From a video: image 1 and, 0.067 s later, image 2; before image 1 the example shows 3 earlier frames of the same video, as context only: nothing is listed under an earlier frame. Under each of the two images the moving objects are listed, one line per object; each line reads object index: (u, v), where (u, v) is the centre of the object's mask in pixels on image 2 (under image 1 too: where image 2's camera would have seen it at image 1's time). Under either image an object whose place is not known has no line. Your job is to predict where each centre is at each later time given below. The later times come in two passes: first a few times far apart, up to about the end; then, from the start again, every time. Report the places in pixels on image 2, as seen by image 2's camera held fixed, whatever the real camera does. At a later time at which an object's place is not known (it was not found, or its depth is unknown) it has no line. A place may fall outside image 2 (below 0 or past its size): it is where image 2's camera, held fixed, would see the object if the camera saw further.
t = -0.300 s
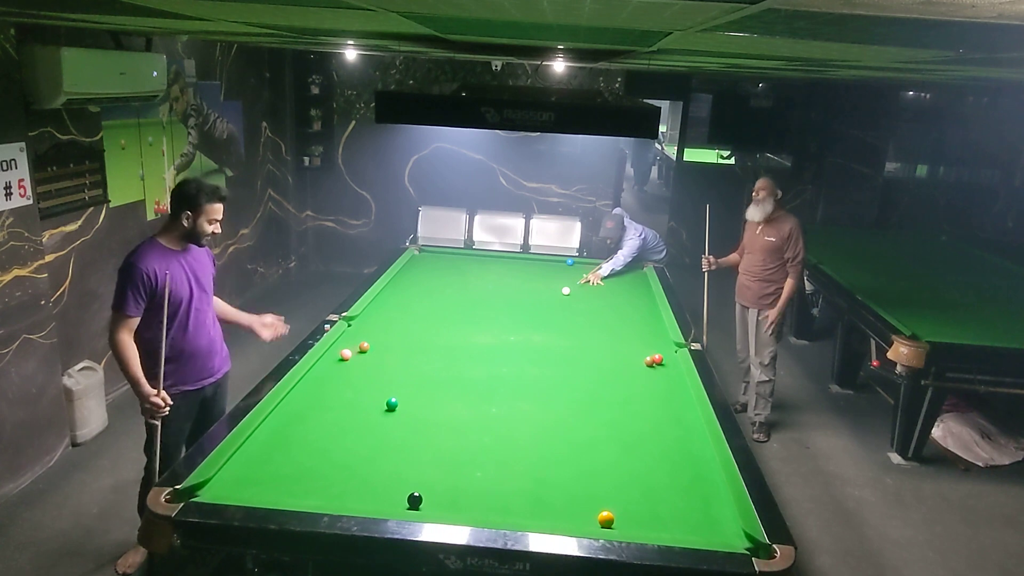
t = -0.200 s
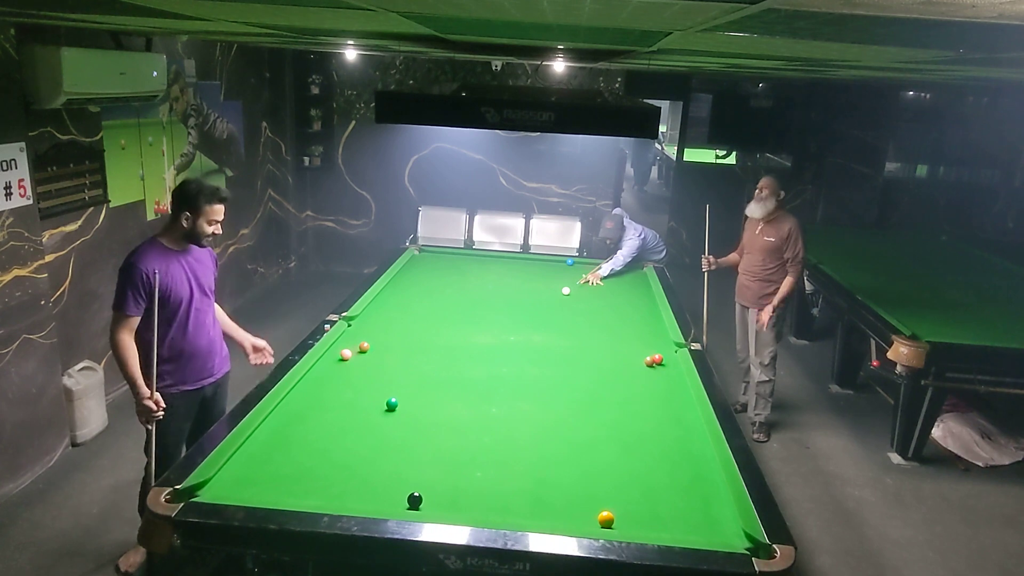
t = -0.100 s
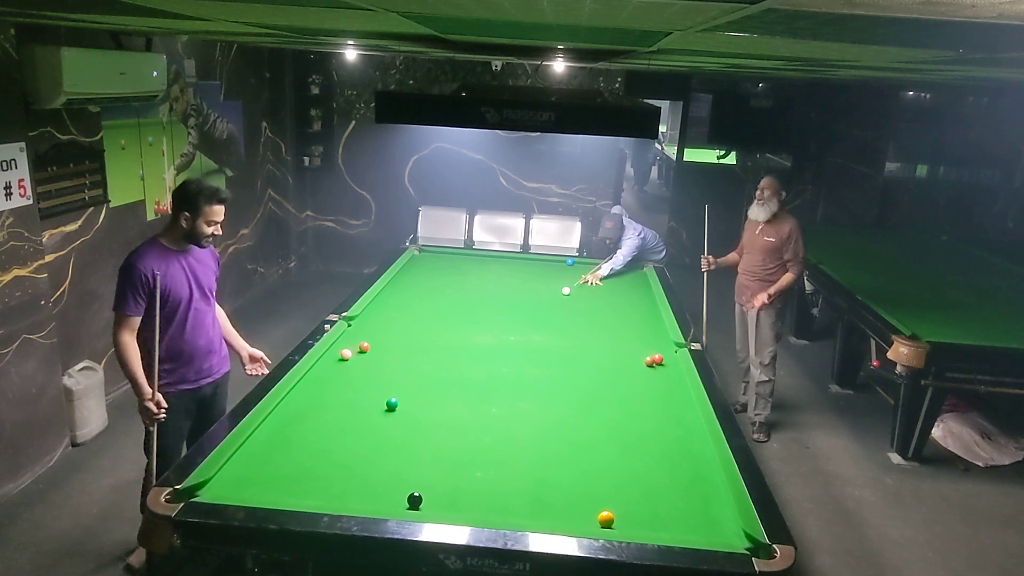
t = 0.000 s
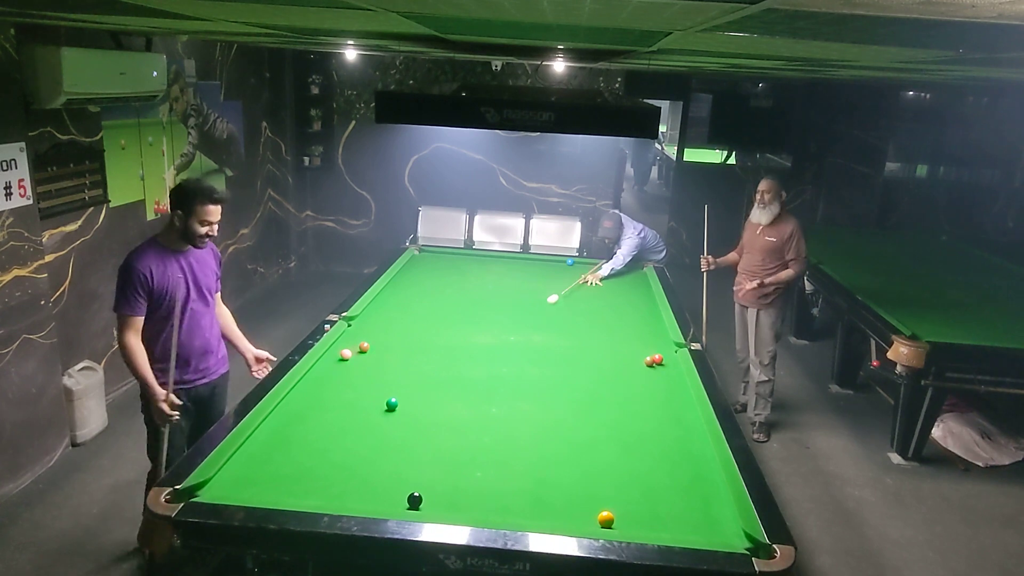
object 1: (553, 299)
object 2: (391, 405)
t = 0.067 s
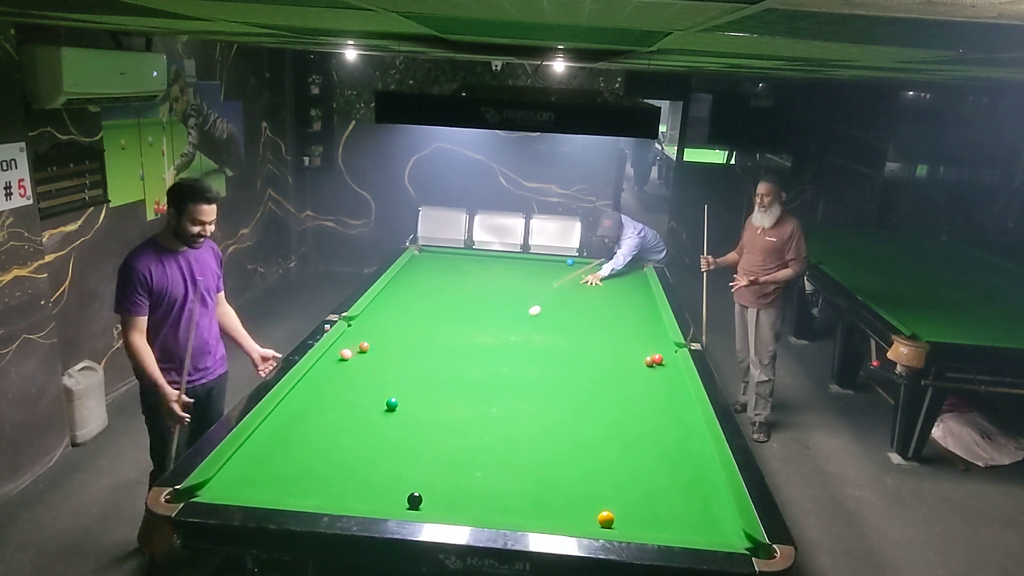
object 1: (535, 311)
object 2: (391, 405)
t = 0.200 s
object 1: (496, 336)
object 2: (391, 405)
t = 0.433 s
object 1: (412, 390)
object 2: (391, 405)
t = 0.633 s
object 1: (395, 407)
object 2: (304, 457)
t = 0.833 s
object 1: (374, 426)
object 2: (243, 473)
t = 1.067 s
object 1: (344, 453)
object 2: (272, 430)
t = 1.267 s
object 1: (315, 478)
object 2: (310, 405)
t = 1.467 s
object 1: (299, 492)
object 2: (341, 385)
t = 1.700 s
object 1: (321, 473)
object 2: (372, 364)
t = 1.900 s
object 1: (337, 459)
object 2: (395, 349)
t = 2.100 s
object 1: (351, 447)
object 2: (415, 335)
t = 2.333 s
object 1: (366, 434)
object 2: (435, 322)
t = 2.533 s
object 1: (376, 424)
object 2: (450, 311)
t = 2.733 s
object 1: (386, 416)
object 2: (462, 302)
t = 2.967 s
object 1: (396, 407)
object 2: (475, 293)
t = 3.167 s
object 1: (403, 400)
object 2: (486, 286)
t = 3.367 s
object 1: (410, 394)
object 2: (495, 279)
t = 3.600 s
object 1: (416, 388)
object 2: (505, 272)
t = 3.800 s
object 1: (421, 384)
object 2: (512, 267)
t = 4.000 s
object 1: (425, 380)
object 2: (518, 262)
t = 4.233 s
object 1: (429, 376)
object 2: (524, 260)
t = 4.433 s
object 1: (432, 373)
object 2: (527, 264)
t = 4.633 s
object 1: (435, 371)
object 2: (529, 268)
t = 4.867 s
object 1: (437, 369)
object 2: (532, 272)
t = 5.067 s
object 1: (438, 367)
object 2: (535, 276)
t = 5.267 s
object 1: (440, 366)
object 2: (537, 280)
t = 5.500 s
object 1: (441, 365)
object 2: (541, 284)
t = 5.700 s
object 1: (441, 365)
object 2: (543, 288)
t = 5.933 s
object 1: (441, 365)
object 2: (546, 291)
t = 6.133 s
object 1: (441, 365)
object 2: (549, 294)
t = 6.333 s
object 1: (441, 365)
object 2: (551, 298)
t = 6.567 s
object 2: (554, 301)
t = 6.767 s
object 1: (441, 365)
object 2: (556, 304)
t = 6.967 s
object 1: (441, 365)
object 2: (559, 307)
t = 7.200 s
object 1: (441, 365)
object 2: (561, 310)
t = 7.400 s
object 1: (441, 365)
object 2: (563, 312)
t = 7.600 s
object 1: (441, 365)
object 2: (565, 314)
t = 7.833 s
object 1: (441, 365)
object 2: (567, 316)
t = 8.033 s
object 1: (441, 365)
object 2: (568, 318)
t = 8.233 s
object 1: (441, 365)
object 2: (570, 319)
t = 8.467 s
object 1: (441, 365)
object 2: (571, 320)
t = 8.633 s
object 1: (441, 365)
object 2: (572, 321)
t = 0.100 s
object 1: (526, 316)
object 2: (391, 405)
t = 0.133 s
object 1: (515, 323)
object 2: (391, 405)
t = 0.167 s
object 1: (506, 329)
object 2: (391, 405)
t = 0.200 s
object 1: (496, 336)
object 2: (391, 405)
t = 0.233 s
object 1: (485, 343)
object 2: (391, 405)
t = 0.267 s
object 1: (474, 350)
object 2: (391, 405)
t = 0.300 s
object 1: (463, 357)
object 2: (391, 405)
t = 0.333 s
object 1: (451, 365)
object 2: (391, 405)
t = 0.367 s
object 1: (439, 373)
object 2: (391, 405)
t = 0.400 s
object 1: (426, 381)
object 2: (391, 405)
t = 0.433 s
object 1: (412, 390)
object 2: (391, 405)
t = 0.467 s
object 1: (400, 399)
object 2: (389, 406)
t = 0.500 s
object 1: (399, 401)
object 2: (373, 416)
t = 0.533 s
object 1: (399, 402)
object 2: (356, 426)
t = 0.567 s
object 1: (398, 403)
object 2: (340, 435)
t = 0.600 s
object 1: (397, 405)
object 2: (321, 447)
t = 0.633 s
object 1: (395, 407)
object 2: (304, 457)
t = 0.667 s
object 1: (393, 409)
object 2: (286, 468)
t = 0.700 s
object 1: (390, 413)
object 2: (267, 479)
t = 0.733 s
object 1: (386, 416)
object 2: (251, 487)
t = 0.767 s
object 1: (382, 419)
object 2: (239, 488)
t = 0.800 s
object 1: (378, 423)
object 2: (240, 483)
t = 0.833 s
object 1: (374, 426)
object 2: (243, 473)
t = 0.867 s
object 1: (370, 430)
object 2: (244, 465)
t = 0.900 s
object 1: (366, 434)
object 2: (246, 457)
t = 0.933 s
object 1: (362, 437)
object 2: (246, 450)
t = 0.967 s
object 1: (357, 441)
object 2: (249, 444)
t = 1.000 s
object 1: (353, 445)
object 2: (258, 439)
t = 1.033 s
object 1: (348, 449)
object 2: (265, 435)
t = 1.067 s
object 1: (344, 453)
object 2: (272, 430)
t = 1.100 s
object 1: (340, 457)
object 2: (279, 425)
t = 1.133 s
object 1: (335, 461)
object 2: (286, 421)
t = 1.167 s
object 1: (330, 465)
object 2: (292, 417)
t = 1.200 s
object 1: (325, 470)
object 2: (298, 413)
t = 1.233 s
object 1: (320, 474)
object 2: (304, 409)
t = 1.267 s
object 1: (315, 478)
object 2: (310, 405)
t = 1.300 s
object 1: (310, 483)
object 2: (315, 402)
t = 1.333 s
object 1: (305, 487)
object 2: (321, 398)
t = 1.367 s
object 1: (300, 491)
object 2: (326, 395)
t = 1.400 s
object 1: (295, 494)
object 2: (331, 391)
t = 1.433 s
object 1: (296, 494)
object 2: (336, 388)
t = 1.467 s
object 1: (299, 492)
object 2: (341, 385)
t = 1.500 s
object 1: (303, 489)
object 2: (346, 382)
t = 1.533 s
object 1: (306, 487)
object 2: (351, 378)
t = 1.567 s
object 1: (309, 484)
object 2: (355, 375)
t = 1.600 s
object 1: (312, 481)
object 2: (360, 372)
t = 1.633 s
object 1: (315, 478)
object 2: (364, 369)
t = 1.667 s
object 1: (318, 476)
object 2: (368, 367)
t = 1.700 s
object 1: (321, 473)
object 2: (372, 364)
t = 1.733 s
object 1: (324, 471)
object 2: (377, 361)
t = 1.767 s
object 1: (327, 468)
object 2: (381, 359)
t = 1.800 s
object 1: (329, 466)
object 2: (384, 356)
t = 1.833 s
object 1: (332, 464)
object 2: (388, 353)
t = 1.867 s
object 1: (335, 461)
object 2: (392, 351)
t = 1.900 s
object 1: (337, 459)
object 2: (395, 349)
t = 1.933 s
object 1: (340, 457)
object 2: (399, 346)
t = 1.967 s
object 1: (342, 455)
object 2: (402, 344)
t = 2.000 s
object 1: (345, 453)
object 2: (405, 342)
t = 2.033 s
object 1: (347, 451)
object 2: (409, 340)
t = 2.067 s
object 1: (349, 449)
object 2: (412, 337)
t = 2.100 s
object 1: (351, 447)
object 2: (415, 335)
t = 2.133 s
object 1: (353, 445)
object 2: (418, 333)
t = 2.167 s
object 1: (356, 443)
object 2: (421, 331)
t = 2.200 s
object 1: (358, 441)
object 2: (424, 329)
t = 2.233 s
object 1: (360, 439)
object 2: (427, 327)
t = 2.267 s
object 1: (362, 437)
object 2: (429, 325)
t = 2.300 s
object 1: (364, 435)
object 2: (432, 324)
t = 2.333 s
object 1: (366, 434)
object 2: (435, 322)
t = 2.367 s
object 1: (367, 432)
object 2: (437, 320)
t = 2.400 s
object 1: (369, 430)
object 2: (440, 318)
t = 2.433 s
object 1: (371, 429)
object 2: (442, 317)
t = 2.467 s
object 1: (373, 427)
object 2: (445, 315)
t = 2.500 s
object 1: (375, 426)
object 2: (447, 313)
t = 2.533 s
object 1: (376, 424)
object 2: (450, 311)
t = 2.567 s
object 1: (378, 423)
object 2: (452, 310)
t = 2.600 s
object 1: (380, 421)
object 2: (454, 308)
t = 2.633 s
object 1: (382, 420)
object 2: (456, 307)
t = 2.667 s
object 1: (383, 418)
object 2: (458, 305)
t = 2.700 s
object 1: (385, 417)
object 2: (460, 304)
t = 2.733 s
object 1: (386, 416)
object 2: (462, 302)
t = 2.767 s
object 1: (387, 414)
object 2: (464, 301)
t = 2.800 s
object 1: (389, 413)
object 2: (466, 300)
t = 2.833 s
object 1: (390, 412)
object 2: (468, 298)
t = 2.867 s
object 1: (392, 410)
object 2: (470, 297)
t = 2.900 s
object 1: (393, 409)
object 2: (472, 296)
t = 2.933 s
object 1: (395, 408)
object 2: (474, 294)
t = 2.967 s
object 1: (396, 407)
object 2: (475, 293)
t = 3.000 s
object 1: (397, 406)
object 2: (477, 292)
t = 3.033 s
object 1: (398, 404)
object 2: (479, 290)
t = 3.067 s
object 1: (400, 403)
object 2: (481, 289)
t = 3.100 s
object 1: (401, 402)
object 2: (482, 288)
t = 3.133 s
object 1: (402, 401)
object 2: (484, 287)
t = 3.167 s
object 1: (403, 400)
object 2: (486, 286)
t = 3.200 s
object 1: (404, 399)
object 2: (487, 285)
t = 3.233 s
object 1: (405, 398)
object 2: (489, 283)
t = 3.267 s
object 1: (407, 397)
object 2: (490, 282)
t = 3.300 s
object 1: (408, 396)
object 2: (492, 281)
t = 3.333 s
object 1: (409, 395)
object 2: (494, 280)
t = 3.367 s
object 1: (410, 394)
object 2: (495, 279)
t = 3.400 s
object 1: (411, 393)
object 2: (496, 278)
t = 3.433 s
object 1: (412, 393)
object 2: (498, 277)
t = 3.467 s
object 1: (413, 392)
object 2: (499, 276)
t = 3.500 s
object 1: (414, 391)
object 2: (500, 275)
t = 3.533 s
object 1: (414, 390)
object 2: (502, 274)
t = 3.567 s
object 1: (415, 389)
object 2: (503, 273)
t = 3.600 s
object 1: (416, 388)
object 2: (505, 272)
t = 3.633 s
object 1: (417, 388)
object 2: (506, 271)
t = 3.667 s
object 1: (418, 387)
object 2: (507, 271)
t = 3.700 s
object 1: (419, 386)
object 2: (508, 270)
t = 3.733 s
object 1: (419, 385)
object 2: (509, 268)
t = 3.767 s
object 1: (420, 384)
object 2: (510, 268)
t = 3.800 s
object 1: (421, 384)
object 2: (512, 267)
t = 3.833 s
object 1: (422, 383)
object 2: (513, 266)
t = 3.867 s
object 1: (422, 382)
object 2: (514, 265)
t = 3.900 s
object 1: (423, 382)
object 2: (515, 264)
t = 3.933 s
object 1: (424, 381)
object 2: (516, 263)
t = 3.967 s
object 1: (424, 380)
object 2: (517, 263)
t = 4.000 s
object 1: (425, 380)
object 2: (518, 262)
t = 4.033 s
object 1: (426, 379)
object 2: (519, 261)
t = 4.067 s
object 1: (426, 379)
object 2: (520, 260)
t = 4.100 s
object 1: (427, 378)
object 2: (521, 260)
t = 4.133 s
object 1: (427, 378)
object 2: (522, 259)
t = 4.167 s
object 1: (428, 377)
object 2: (523, 259)
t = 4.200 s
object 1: (428, 377)
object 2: (523, 259)
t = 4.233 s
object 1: (429, 376)
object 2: (524, 260)
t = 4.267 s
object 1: (429, 375)
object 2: (524, 261)
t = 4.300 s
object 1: (430, 375)
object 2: (525, 261)
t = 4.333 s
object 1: (430, 374)
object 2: (525, 261)
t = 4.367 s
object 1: (431, 374)
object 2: (526, 262)
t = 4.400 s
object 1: (432, 374)
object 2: (526, 263)
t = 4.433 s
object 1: (432, 373)
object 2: (527, 264)
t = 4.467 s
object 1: (432, 373)
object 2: (527, 264)
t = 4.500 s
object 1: (433, 372)
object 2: (527, 265)
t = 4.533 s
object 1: (433, 372)
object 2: (528, 266)
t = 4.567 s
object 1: (434, 371)
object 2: (528, 266)
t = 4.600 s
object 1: (434, 371)
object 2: (529, 267)
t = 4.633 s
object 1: (435, 371)
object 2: (529, 268)
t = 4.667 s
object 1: (435, 371)
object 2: (530, 268)
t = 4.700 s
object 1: (435, 370)
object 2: (530, 269)
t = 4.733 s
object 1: (436, 370)
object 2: (530, 270)
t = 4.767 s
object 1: (436, 369)
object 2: (531, 270)
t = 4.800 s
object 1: (436, 369)
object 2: (531, 271)
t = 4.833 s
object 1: (437, 369)
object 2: (532, 272)
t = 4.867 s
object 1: (437, 369)
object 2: (532, 272)
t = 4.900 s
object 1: (437, 368)
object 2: (533, 273)
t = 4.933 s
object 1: (437, 368)
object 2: (533, 273)
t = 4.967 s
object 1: (438, 368)
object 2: (533, 274)
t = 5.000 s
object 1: (438, 368)
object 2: (534, 275)
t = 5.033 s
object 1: (438, 367)
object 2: (534, 275)
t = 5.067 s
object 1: (438, 367)
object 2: (535, 276)
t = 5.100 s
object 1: (439, 367)
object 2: (535, 277)
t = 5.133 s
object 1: (439, 367)
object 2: (536, 277)
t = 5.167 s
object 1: (439, 367)
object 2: (536, 278)
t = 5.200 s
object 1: (439, 366)
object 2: (537, 278)
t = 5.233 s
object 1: (440, 366)
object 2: (537, 279)
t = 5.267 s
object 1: (440, 366)
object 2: (537, 280)
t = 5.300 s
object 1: (440, 366)
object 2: (538, 280)
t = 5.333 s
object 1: (440, 366)
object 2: (538, 281)
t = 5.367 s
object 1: (440, 366)
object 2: (539, 282)
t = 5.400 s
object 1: (440, 366)
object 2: (539, 282)
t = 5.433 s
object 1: (440, 365)
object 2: (539, 283)
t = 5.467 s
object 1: (440, 365)
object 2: (540, 283)
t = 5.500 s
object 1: (441, 365)
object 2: (541, 284)
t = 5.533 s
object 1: (441, 365)
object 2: (541, 285)
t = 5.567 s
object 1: (441, 365)
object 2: (541, 285)
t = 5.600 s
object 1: (441, 365)
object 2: (542, 286)
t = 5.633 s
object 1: (441, 365)
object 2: (542, 286)
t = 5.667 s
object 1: (441, 365)
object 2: (543, 287)
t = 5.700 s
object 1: (441, 365)
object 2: (543, 288)
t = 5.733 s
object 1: (441, 365)
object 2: (544, 288)
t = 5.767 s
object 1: (441, 365)
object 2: (544, 289)
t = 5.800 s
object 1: (441, 365)
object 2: (545, 289)
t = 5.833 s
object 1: (441, 365)
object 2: (545, 290)
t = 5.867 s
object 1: (441, 365)
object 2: (545, 290)
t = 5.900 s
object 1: (441, 365)
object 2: (546, 291)
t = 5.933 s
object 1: (441, 365)
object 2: (546, 291)
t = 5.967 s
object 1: (441, 365)
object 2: (547, 292)
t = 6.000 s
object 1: (441, 365)
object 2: (547, 293)
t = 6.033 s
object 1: (441, 365)
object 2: (548, 293)
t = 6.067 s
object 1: (441, 365)
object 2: (548, 293)
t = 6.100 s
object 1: (441, 365)
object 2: (548, 294)
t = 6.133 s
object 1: (441, 365)
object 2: (549, 294)
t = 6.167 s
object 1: (441, 365)
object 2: (549, 295)
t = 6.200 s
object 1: (441, 365)
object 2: (550, 296)
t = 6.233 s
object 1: (441, 365)
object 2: (550, 296)
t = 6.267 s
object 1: (441, 365)
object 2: (550, 297)
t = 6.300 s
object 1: (441, 365)
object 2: (551, 297)
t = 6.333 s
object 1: (441, 365)
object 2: (551, 298)
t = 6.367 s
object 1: (441, 365)
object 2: (552, 298)
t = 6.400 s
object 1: (441, 365)
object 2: (552, 299)
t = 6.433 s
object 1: (441, 365)
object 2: (553, 299)
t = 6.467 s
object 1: (441, 365)
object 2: (553, 300)
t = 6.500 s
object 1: (440, 365)
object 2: (554, 300)
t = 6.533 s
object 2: (554, 301)
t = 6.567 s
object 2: (554, 301)
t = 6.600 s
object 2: (555, 302)
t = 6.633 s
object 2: (555, 302)
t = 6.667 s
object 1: (441, 365)
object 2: (555, 303)
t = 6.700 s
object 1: (441, 365)
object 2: (556, 303)
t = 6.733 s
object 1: (441, 365)
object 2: (556, 304)
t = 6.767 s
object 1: (441, 365)
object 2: (556, 304)
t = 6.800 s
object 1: (441, 365)
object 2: (557, 304)
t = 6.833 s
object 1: (441, 365)
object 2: (557, 305)
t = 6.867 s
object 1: (441, 365)
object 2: (558, 305)
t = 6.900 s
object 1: (441, 365)
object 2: (558, 306)
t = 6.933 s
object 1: (441, 365)
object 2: (558, 306)
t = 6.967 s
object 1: (441, 365)
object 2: (559, 307)
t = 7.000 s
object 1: (441, 365)
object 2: (559, 307)
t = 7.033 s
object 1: (441, 365)
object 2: (560, 308)
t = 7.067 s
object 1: (441, 365)
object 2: (560, 308)
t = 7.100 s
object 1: (441, 365)
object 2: (560, 308)
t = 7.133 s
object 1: (441, 365)
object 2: (561, 309)
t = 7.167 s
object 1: (441, 365)
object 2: (561, 309)
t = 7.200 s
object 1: (441, 365)
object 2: (561, 310)
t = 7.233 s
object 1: (441, 365)
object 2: (562, 310)
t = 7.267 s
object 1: (441, 365)
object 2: (562, 310)
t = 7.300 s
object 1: (441, 365)
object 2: (562, 310)
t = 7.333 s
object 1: (441, 365)
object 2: (563, 311)
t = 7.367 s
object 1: (441, 365)
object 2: (563, 311)
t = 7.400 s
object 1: (441, 365)
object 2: (563, 312)
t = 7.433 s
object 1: (441, 365)
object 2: (564, 312)
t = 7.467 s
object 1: (441, 365)
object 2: (564, 313)
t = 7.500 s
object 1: (441, 365)
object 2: (564, 313)
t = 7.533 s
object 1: (441, 365)
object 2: (565, 313)
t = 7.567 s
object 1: (441, 365)
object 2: (565, 314)
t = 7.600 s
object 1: (441, 365)
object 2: (565, 314)
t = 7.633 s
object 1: (441, 365)
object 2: (566, 314)
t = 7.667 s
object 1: (441, 365)
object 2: (566, 315)
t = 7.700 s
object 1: (441, 365)
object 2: (566, 315)
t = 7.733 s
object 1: (441, 365)
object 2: (566, 315)
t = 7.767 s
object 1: (441, 365)
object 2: (566, 316)
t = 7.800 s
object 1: (441, 365)
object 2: (567, 316)
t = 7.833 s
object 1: (441, 365)
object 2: (567, 316)
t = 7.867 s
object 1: (441, 365)
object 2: (567, 316)
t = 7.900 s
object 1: (441, 365)
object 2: (567, 317)
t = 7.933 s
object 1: (441, 365)
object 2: (568, 317)
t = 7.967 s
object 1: (441, 365)
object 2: (568, 317)
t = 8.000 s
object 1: (441, 365)
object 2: (568, 318)
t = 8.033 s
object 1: (441, 365)
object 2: (568, 318)
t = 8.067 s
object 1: (441, 365)
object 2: (569, 318)
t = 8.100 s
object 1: (441, 365)
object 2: (569, 318)
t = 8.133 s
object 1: (441, 365)
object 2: (569, 318)
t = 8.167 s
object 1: (441, 365)
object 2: (569, 319)
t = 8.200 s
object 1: (441, 365)
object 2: (570, 319)
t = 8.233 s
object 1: (441, 365)
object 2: (570, 319)
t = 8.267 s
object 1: (441, 365)
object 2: (570, 319)
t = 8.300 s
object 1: (441, 365)
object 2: (570, 320)
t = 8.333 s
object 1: (441, 365)
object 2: (570, 320)
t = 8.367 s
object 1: (441, 365)
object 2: (571, 320)
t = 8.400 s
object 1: (441, 365)
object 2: (571, 320)
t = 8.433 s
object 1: (441, 365)
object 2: (571, 320)
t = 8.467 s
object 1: (441, 365)
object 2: (571, 320)
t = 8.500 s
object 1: (441, 365)
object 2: (571, 321)
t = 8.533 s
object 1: (441, 365)
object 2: (571, 321)
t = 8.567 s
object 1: (441, 365)
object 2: (571, 321)
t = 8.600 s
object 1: (441, 365)
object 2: (572, 321)
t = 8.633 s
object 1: (441, 365)
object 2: (572, 321)
